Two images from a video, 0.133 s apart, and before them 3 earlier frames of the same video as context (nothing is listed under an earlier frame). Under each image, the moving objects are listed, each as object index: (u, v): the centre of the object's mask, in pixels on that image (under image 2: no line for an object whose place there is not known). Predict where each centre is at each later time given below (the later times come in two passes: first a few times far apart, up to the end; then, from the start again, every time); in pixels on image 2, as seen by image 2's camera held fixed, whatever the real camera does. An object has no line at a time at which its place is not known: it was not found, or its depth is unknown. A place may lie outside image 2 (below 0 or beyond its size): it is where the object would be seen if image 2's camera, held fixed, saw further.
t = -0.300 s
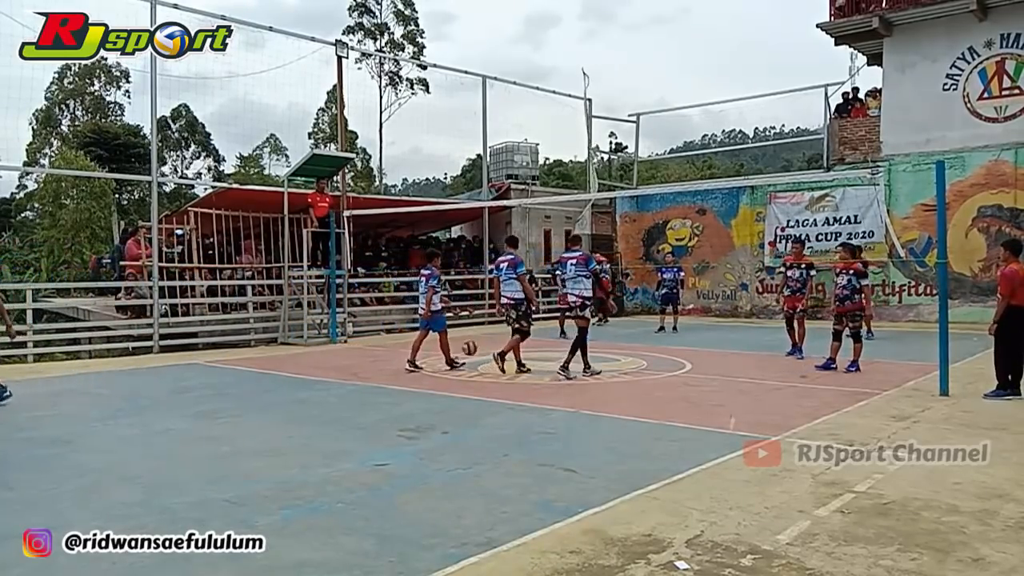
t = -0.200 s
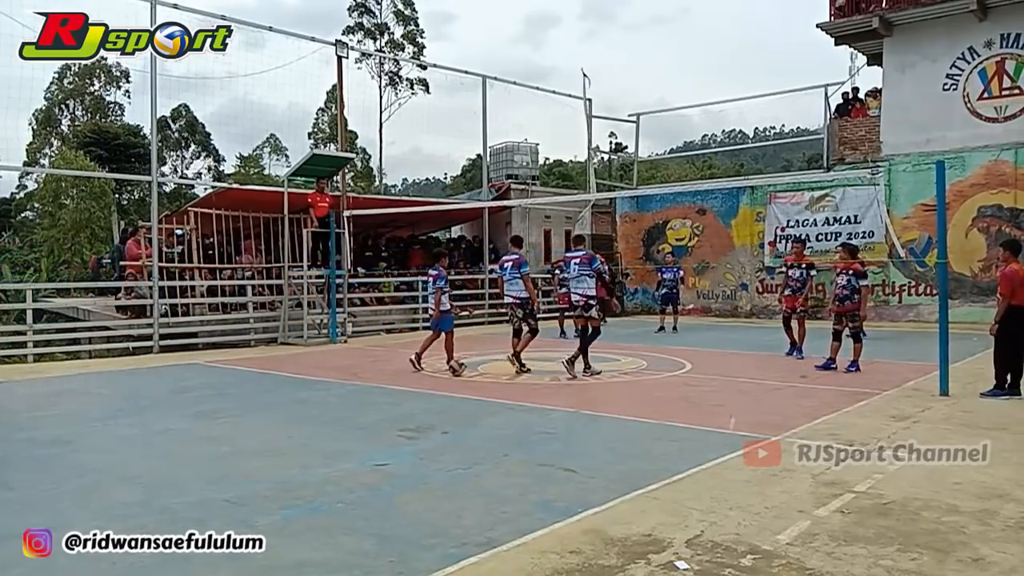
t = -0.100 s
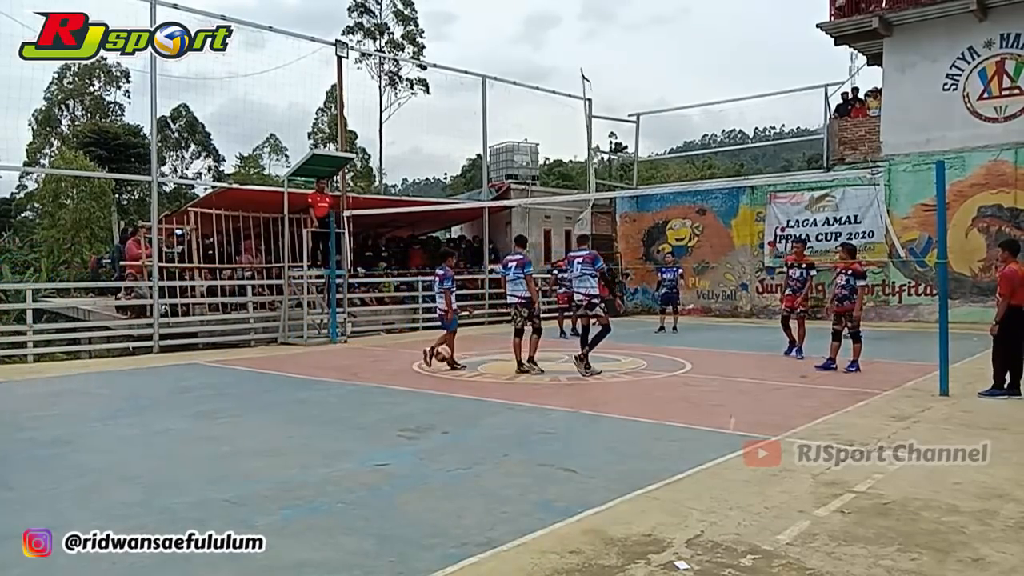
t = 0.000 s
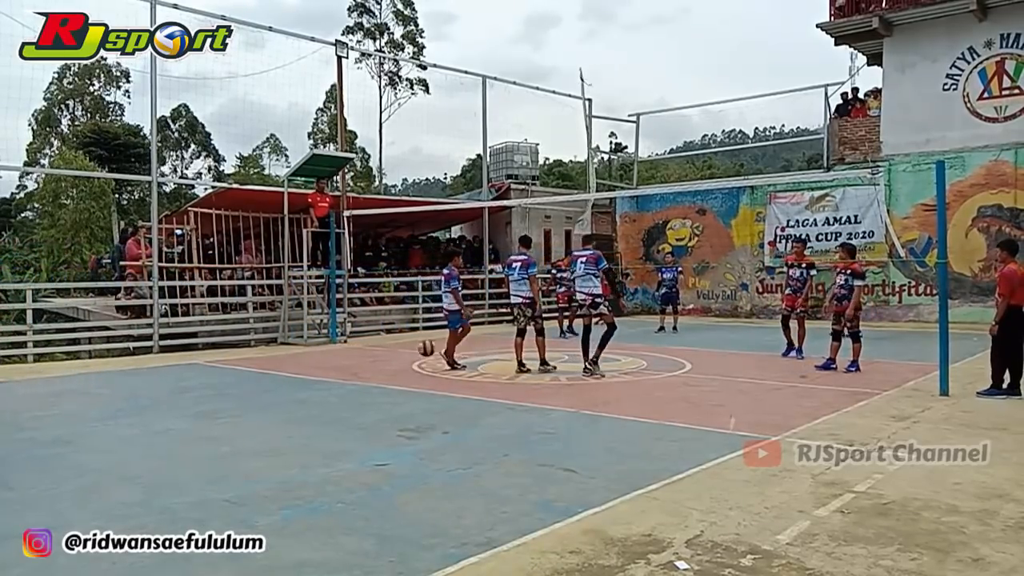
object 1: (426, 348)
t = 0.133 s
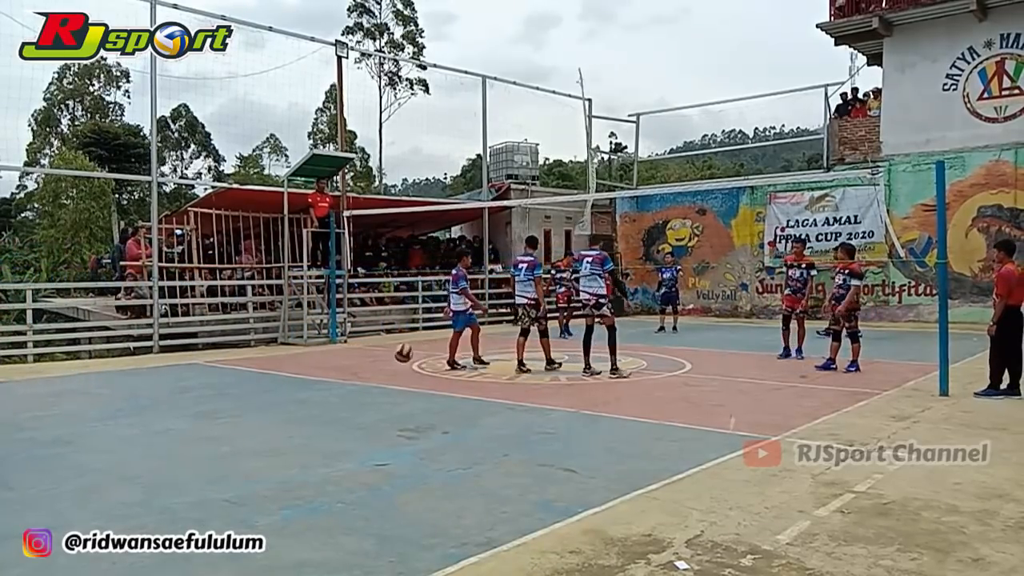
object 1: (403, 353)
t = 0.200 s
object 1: (391, 362)
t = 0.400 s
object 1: (350, 389)
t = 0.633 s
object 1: (291, 387)
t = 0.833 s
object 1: (230, 436)
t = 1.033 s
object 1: (152, 428)
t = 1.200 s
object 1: (73, 467)
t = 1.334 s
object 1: (7, 485)
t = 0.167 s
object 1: (397, 357)
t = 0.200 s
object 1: (391, 362)
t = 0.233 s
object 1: (385, 369)
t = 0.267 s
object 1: (378, 376)
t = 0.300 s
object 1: (371, 385)
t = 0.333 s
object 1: (365, 396)
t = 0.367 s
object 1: (357, 393)
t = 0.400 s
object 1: (350, 389)
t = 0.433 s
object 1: (342, 385)
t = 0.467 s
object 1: (335, 383)
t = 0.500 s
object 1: (326, 381)
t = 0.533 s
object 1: (318, 380)
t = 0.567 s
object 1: (309, 381)
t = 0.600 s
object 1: (301, 384)
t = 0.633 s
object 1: (291, 387)
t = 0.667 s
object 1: (282, 391)
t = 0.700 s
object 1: (272, 398)
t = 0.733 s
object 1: (262, 406)
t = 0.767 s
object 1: (251, 416)
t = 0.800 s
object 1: (241, 427)
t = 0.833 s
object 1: (230, 436)
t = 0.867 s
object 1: (218, 431)
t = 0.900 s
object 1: (205, 428)
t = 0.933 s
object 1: (193, 425)
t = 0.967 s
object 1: (180, 425)
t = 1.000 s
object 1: (166, 425)
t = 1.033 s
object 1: (152, 428)
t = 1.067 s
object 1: (137, 432)
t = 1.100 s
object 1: (122, 438)
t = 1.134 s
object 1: (106, 445)
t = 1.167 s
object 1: (90, 456)
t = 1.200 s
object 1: (73, 467)
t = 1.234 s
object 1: (55, 482)
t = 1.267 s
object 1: (37, 493)
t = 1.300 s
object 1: (18, 488)
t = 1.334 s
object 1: (7, 485)
